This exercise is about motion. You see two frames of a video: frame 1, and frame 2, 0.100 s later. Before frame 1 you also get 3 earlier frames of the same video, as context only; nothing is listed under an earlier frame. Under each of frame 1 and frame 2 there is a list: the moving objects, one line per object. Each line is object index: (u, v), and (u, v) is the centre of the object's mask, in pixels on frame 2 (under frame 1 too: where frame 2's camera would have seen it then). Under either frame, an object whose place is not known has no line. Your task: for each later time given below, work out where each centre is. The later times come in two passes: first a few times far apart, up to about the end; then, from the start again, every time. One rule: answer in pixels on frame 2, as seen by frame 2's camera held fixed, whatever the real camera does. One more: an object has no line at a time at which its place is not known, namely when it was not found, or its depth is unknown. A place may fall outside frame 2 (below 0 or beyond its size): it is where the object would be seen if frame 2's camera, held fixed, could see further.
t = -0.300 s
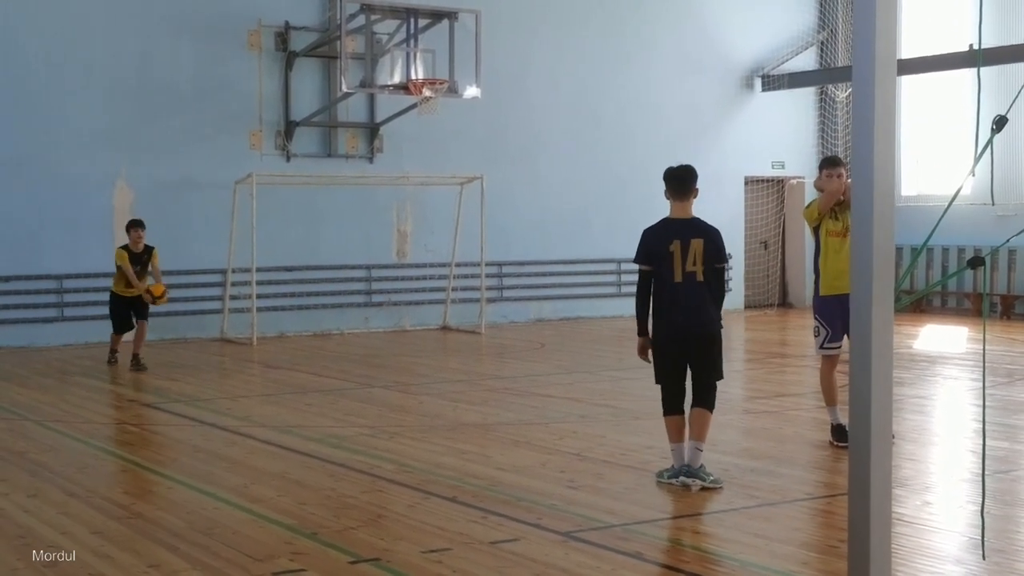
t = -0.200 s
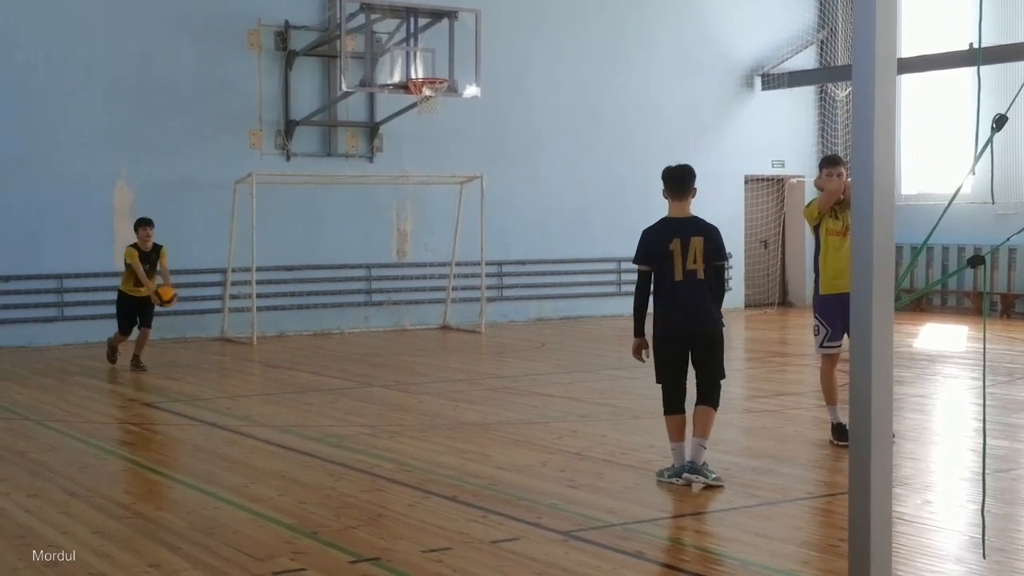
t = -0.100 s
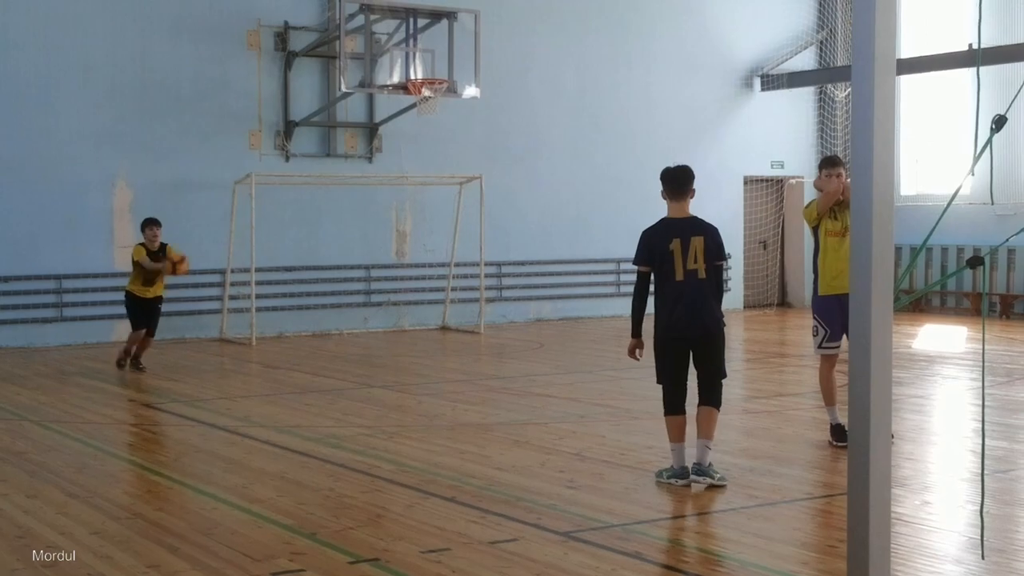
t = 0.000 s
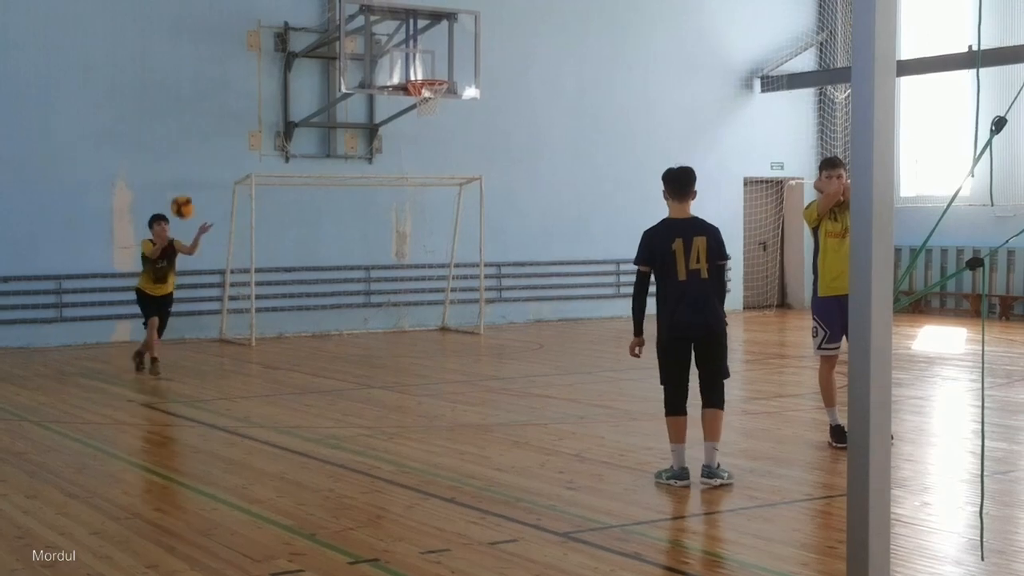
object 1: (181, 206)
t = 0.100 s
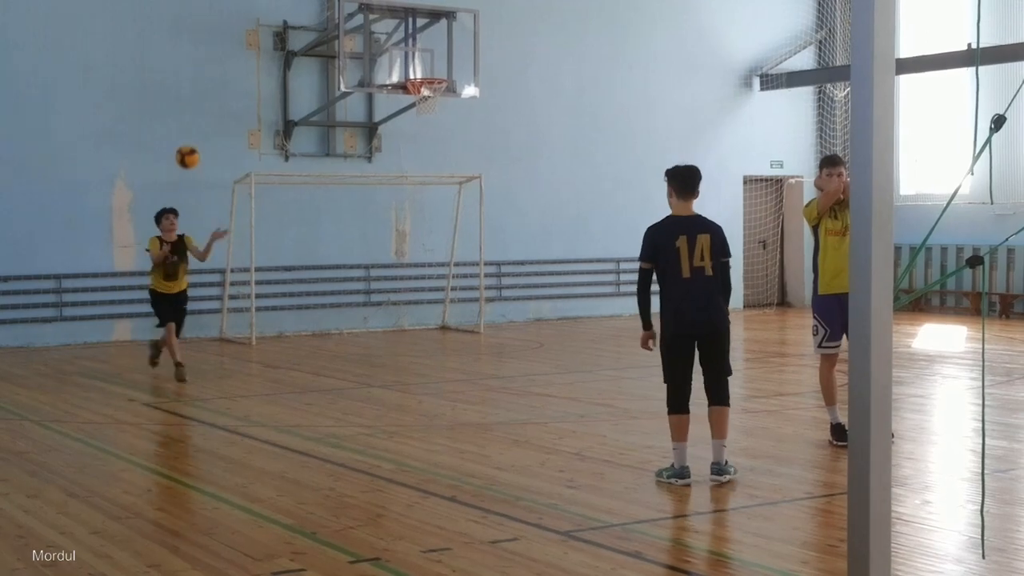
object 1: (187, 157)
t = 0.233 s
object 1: (194, 107)
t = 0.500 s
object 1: (208, 66)
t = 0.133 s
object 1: (189, 142)
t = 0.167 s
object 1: (190, 130)
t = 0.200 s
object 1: (192, 118)
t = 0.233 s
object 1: (194, 107)
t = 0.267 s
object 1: (196, 98)
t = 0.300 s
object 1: (197, 90)
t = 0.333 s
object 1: (199, 83)
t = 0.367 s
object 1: (201, 77)
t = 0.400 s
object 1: (203, 72)
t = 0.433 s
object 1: (205, 69)
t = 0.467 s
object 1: (206, 67)
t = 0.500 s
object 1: (208, 66)
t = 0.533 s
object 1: (209, 67)
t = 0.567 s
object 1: (212, 69)
